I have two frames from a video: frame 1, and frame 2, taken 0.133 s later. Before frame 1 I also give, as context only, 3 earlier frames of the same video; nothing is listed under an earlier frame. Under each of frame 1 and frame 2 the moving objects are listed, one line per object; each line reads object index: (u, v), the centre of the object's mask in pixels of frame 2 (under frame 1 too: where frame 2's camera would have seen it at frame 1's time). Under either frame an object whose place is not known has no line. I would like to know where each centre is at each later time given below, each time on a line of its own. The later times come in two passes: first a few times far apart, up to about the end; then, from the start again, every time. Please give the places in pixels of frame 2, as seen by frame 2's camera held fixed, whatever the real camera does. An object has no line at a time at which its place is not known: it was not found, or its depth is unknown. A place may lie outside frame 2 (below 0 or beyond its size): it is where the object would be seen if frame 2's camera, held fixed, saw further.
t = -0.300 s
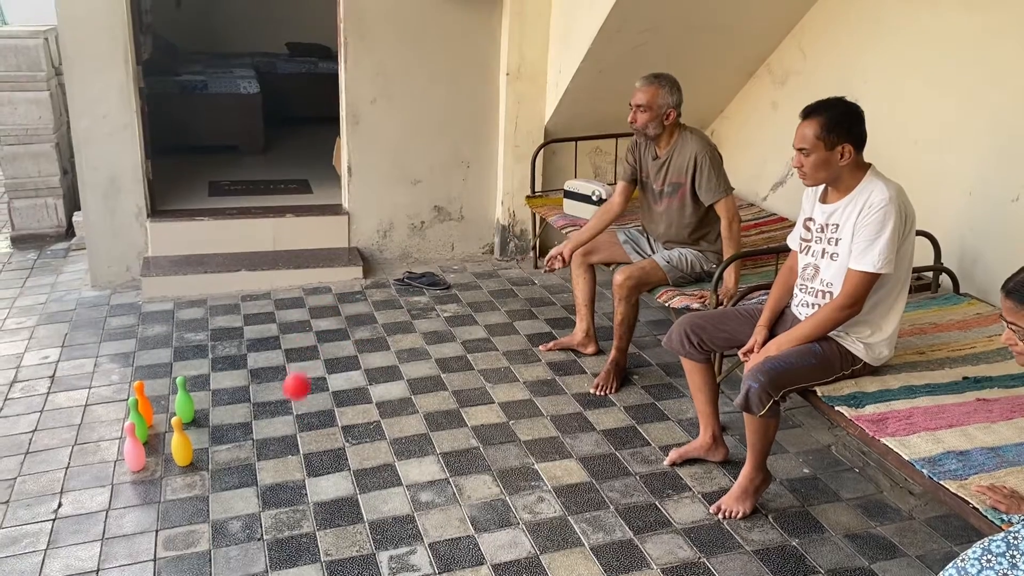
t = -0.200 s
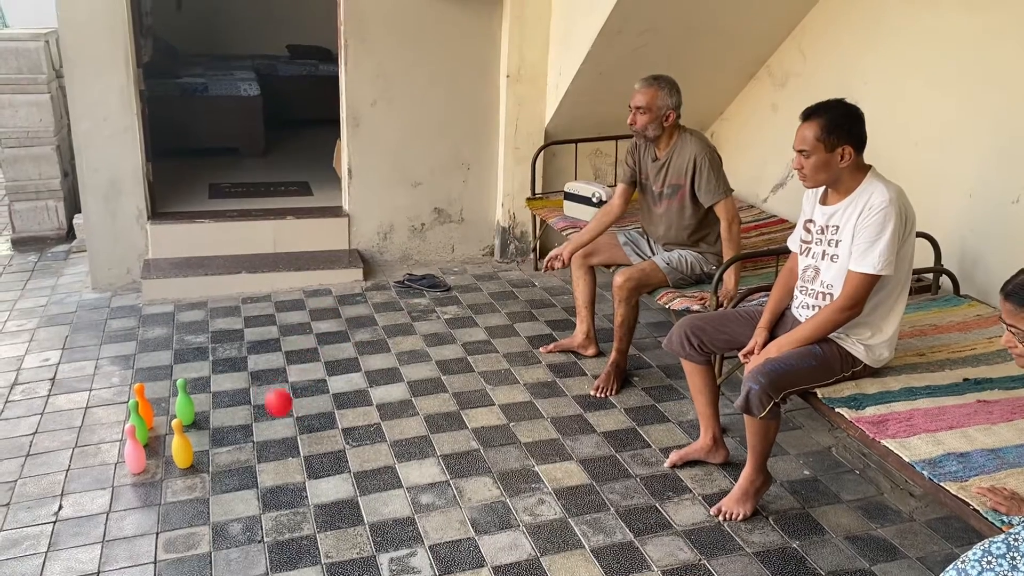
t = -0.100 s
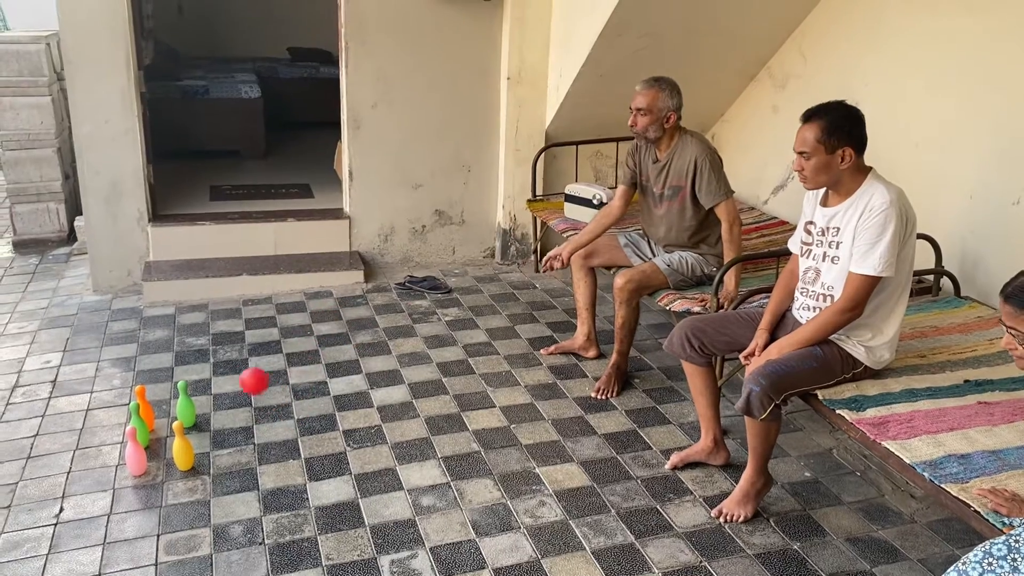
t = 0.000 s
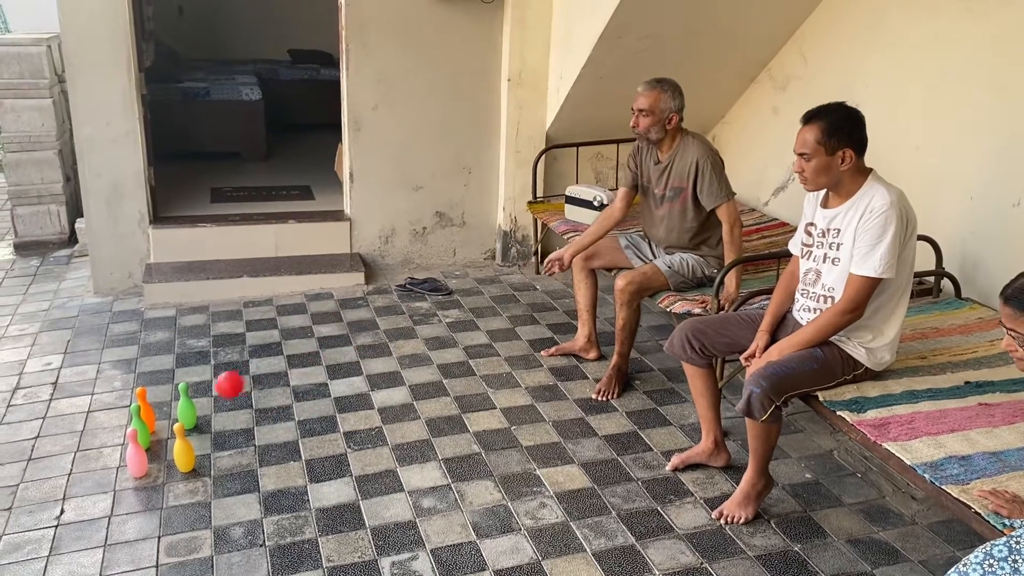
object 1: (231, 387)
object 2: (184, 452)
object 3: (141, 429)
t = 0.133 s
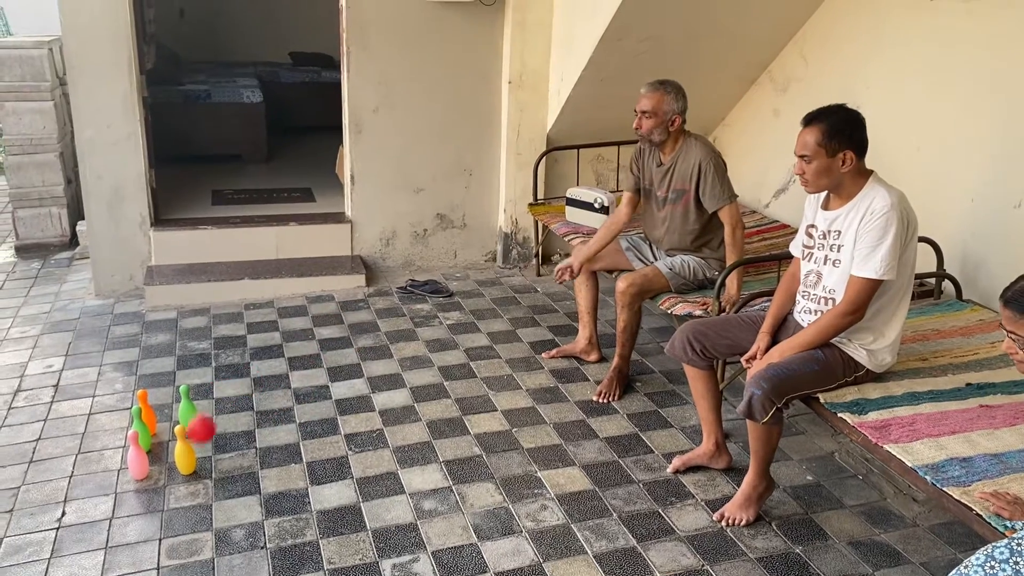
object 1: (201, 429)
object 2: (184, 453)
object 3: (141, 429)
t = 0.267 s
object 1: (191, 423)
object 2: (159, 467)
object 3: (140, 427)
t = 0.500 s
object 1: (170, 426)
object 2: (129, 493)
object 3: (141, 429)
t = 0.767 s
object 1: (158, 420)
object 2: (114, 508)
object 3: (138, 429)
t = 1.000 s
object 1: (157, 418)
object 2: (112, 510)
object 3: (134, 429)
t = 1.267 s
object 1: (160, 414)
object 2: (112, 510)
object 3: (112, 443)
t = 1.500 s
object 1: (156, 408)
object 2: (112, 510)
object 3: (95, 456)
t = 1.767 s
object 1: (145, 404)
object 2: (112, 510)
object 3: (84, 456)
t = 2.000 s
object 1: (135, 402)
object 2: (112, 510)
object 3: (77, 453)
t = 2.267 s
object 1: (121, 404)
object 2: (112, 510)
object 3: (68, 450)
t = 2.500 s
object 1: (100, 408)
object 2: (112, 511)
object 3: (59, 448)
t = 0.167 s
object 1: (199, 440)
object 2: (179, 455)
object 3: (141, 429)
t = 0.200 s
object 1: (198, 439)
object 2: (171, 460)
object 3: (141, 429)
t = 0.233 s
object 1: (194, 430)
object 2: (165, 463)
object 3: (141, 429)
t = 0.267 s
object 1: (191, 423)
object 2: (159, 467)
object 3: (140, 427)
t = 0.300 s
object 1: (188, 419)
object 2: (155, 472)
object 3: (141, 429)
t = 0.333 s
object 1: (184, 418)
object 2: (150, 478)
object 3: (141, 429)
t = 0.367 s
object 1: (182, 418)
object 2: (145, 487)
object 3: (141, 429)
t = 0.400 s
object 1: (179, 423)
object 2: (141, 489)
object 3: (141, 429)
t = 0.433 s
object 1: (176, 428)
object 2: (136, 488)
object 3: (141, 429)
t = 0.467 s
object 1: (174, 435)
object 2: (133, 489)
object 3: (141, 429)
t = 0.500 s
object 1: (170, 426)
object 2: (129, 493)
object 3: (141, 429)
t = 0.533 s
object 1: (166, 420)
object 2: (126, 497)
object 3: (141, 429)
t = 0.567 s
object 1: (162, 417)
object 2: (121, 501)
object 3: (141, 429)
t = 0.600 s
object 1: (159, 417)
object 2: (119, 503)
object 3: (141, 429)
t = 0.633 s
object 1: (158, 417)
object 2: (116, 506)
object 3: (140, 429)
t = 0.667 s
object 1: (158, 421)
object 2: (115, 506)
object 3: (139, 429)
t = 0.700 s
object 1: (159, 427)
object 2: (114, 507)
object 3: (138, 429)
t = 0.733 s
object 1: (159, 424)
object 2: (114, 508)
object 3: (138, 429)
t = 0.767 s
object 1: (158, 420)
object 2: (114, 508)
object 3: (138, 429)
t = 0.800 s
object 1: (157, 418)
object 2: (113, 509)
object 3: (138, 430)
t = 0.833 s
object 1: (156, 419)
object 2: (113, 509)
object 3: (137, 429)
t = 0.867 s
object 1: (157, 421)
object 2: (113, 510)
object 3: (136, 429)
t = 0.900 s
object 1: (156, 421)
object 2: (112, 510)
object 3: (136, 429)
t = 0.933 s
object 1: (157, 417)
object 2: (112, 510)
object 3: (136, 430)
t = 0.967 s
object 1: (157, 417)
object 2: (112, 510)
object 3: (135, 429)
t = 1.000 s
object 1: (157, 418)
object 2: (112, 510)
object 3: (134, 429)
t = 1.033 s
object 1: (158, 419)
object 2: (112, 510)
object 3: (133, 430)
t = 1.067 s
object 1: (158, 415)
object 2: (112, 510)
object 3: (131, 430)
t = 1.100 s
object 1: (159, 414)
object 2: (112, 510)
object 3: (130, 431)
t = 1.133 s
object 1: (159, 416)
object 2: (112, 510)
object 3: (127, 432)
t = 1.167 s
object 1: (159, 415)
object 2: (112, 510)
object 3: (124, 434)
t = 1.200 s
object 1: (160, 413)
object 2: (112, 510)
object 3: (118, 435)
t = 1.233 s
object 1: (159, 412)
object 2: (112, 510)
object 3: (114, 437)
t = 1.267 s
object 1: (160, 414)
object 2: (112, 510)
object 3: (112, 443)
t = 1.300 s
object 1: (160, 411)
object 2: (112, 510)
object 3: (111, 449)
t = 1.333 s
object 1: (159, 411)
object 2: (112, 510)
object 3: (109, 453)
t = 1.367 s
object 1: (159, 411)
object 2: (112, 510)
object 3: (106, 450)
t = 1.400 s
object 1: (159, 409)
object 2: (112, 510)
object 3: (104, 450)
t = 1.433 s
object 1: (158, 410)
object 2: (112, 510)
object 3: (101, 452)
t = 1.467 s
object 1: (158, 408)
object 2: (112, 510)
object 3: (98, 453)
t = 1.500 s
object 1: (156, 408)
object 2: (112, 510)
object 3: (95, 456)
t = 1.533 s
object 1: (155, 407)
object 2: (112, 510)
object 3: (93, 457)
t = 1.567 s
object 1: (154, 407)
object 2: (112, 510)
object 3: (91, 456)
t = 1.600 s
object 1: (153, 405)
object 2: (112, 510)
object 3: (90, 457)
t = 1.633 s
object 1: (151, 405)
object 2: (112, 510)
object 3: (88, 456)
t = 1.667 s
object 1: (150, 405)
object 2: (112, 510)
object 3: (86, 456)
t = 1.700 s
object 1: (148, 404)
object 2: (112, 510)
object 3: (85, 457)
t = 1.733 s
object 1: (147, 404)
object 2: (112, 510)
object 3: (84, 456)
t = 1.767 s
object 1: (145, 404)
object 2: (112, 510)
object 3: (84, 456)
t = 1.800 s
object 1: (144, 403)
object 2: (112, 510)
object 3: (83, 455)
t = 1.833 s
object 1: (142, 403)
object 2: (112, 510)
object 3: (82, 455)
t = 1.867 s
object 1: (141, 403)
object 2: (112, 510)
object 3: (81, 455)
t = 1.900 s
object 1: (139, 403)
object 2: (112, 510)
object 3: (80, 454)
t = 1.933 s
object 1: (138, 403)
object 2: (112, 510)
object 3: (79, 454)
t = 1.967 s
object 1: (136, 403)
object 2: (112, 510)
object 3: (78, 454)
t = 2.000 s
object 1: (135, 402)
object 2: (112, 510)
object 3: (77, 453)
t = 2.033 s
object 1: (134, 402)
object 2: (112, 510)
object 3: (76, 452)
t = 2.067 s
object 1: (132, 402)
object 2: (112, 510)
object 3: (75, 452)
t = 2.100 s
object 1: (131, 403)
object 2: (112, 511)
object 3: (74, 452)
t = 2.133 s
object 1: (129, 403)
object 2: (112, 511)
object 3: (73, 451)
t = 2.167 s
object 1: (128, 403)
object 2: (112, 510)
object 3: (72, 451)
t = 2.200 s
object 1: (126, 403)
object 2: (112, 510)
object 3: (71, 451)
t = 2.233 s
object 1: (123, 404)
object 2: (112, 511)
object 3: (69, 451)
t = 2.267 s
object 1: (121, 404)
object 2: (112, 510)
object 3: (68, 450)
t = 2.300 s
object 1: (118, 405)
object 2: (112, 511)
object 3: (67, 450)
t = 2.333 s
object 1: (115, 405)
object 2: (112, 510)
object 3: (66, 449)
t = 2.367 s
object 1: (113, 405)
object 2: (112, 510)
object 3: (65, 449)
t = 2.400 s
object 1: (110, 406)
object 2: (112, 511)
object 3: (65, 449)
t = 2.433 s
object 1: (106, 406)
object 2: (112, 511)
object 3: (64, 448)
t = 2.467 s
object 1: (103, 407)
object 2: (112, 511)
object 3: (61, 448)
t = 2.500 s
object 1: (100, 408)
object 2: (112, 511)
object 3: (59, 448)
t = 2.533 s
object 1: (96, 409)
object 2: (112, 511)
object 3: (56, 449)
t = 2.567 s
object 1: (93, 409)
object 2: (112, 511)
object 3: (54, 449)
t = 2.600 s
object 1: (89, 410)
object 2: (112, 511)
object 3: (52, 448)
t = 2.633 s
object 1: (85, 410)
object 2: (112, 511)
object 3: (49, 448)
